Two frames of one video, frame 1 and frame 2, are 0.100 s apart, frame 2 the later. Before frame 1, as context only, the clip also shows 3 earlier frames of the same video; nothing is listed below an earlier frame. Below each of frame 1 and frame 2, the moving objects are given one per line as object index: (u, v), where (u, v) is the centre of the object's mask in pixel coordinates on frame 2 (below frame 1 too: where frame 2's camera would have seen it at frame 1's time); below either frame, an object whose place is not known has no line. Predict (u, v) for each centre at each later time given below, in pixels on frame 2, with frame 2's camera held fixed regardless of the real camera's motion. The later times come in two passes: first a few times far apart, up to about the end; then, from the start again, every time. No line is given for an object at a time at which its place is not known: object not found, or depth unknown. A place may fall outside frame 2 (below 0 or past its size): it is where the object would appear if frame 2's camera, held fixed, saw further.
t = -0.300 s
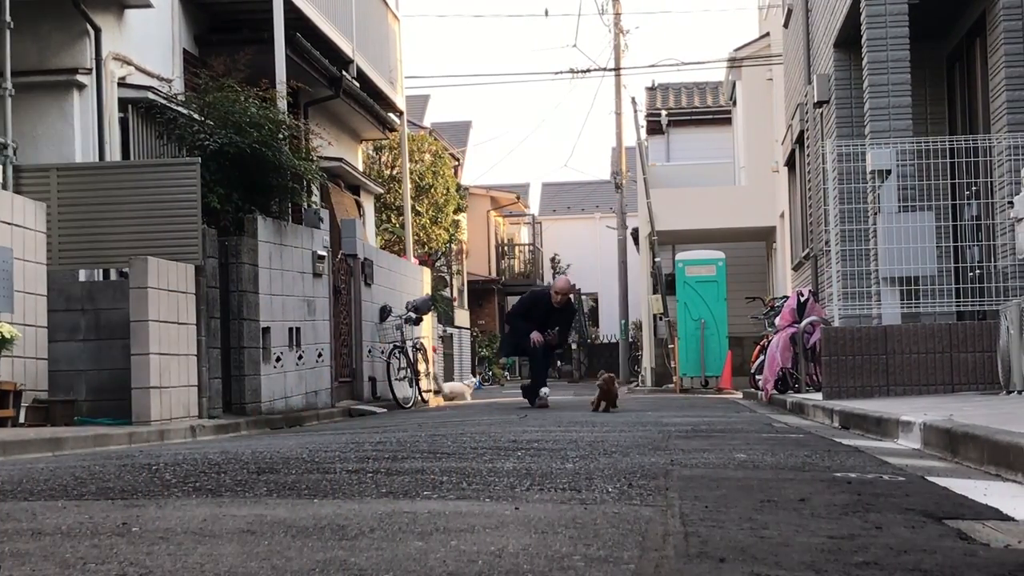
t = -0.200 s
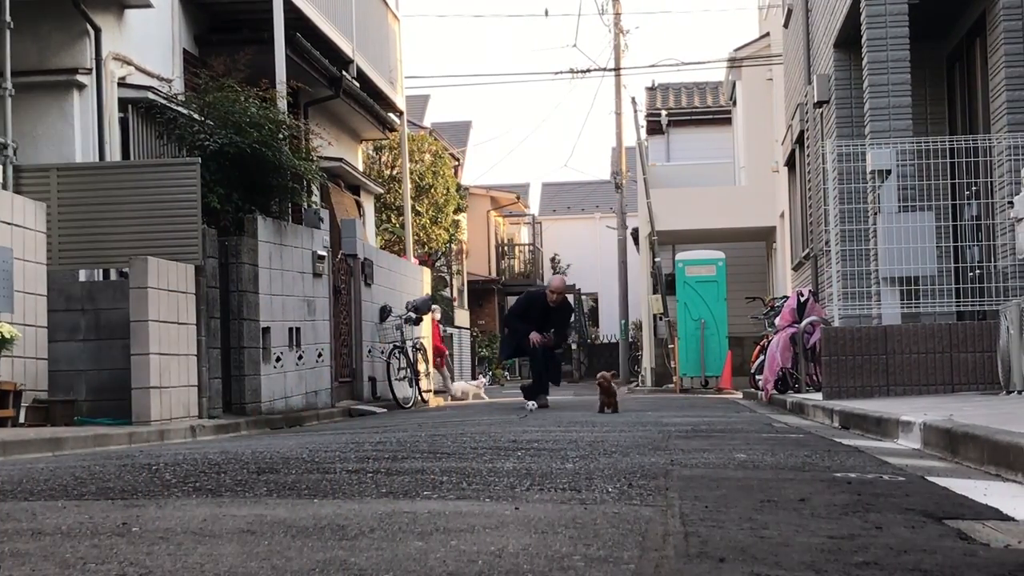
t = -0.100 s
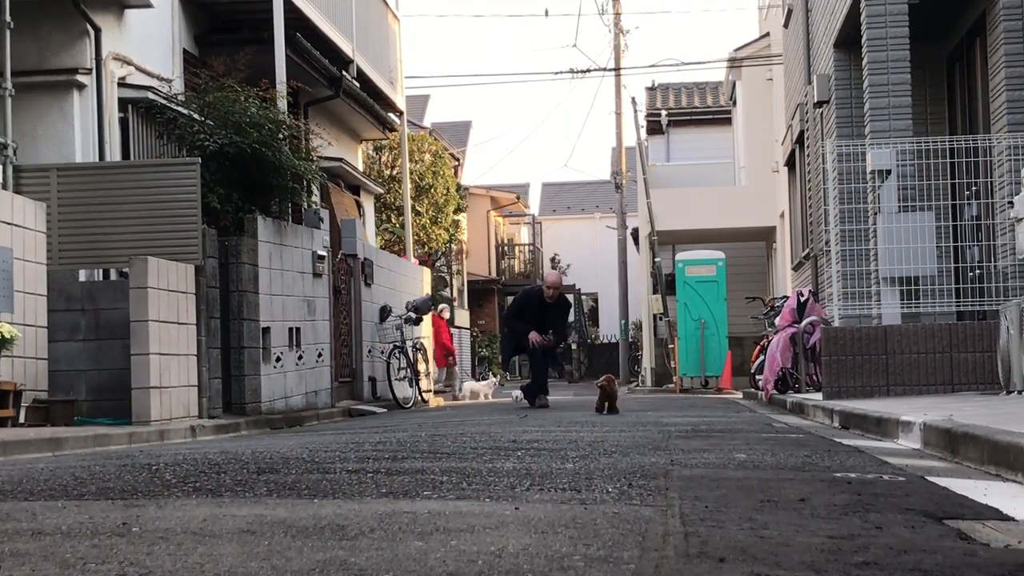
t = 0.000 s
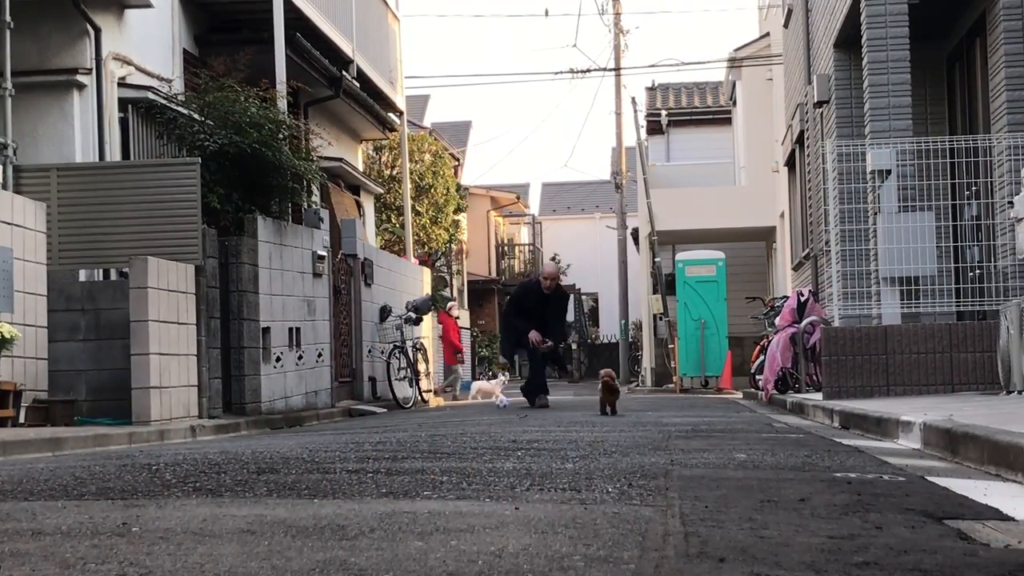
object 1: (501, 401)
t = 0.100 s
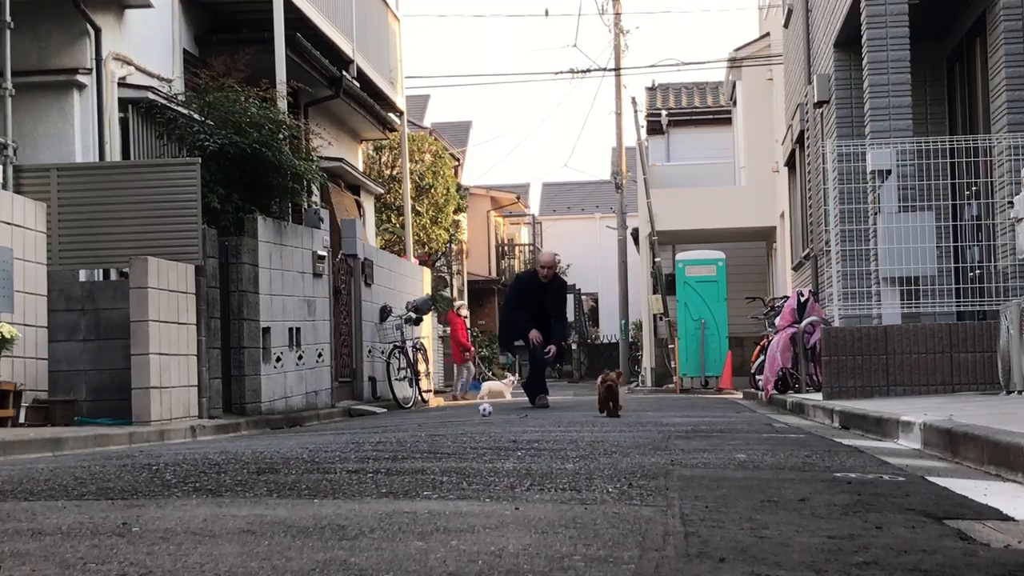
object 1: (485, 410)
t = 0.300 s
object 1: (448, 416)
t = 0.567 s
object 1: (372, 428)
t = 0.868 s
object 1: (242, 433)
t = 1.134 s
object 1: (50, 456)
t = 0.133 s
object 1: (480, 409)
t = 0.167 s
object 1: (474, 411)
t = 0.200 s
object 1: (468, 416)
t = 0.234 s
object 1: (461, 418)
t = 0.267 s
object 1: (454, 416)
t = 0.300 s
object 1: (448, 416)
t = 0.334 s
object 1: (441, 419)
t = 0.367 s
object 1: (433, 421)
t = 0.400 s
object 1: (424, 421)
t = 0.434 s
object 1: (414, 424)
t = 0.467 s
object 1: (404, 422)
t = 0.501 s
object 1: (394, 420)
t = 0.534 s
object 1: (384, 422)
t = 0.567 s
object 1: (372, 428)
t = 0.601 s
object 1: (361, 426)
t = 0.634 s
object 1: (349, 427)
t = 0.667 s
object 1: (336, 431)
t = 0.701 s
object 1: (323, 431)
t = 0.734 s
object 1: (309, 432)
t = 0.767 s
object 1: (294, 435)
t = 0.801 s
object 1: (278, 433)
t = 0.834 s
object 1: (261, 431)
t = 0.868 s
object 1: (242, 433)
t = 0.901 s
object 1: (224, 436)
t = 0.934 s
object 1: (205, 436)
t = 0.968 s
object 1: (184, 441)
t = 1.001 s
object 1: (161, 437)
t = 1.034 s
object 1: (136, 434)
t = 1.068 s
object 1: (110, 437)
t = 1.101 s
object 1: (80, 444)
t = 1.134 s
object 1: (50, 456)
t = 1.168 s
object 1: (18, 455)
